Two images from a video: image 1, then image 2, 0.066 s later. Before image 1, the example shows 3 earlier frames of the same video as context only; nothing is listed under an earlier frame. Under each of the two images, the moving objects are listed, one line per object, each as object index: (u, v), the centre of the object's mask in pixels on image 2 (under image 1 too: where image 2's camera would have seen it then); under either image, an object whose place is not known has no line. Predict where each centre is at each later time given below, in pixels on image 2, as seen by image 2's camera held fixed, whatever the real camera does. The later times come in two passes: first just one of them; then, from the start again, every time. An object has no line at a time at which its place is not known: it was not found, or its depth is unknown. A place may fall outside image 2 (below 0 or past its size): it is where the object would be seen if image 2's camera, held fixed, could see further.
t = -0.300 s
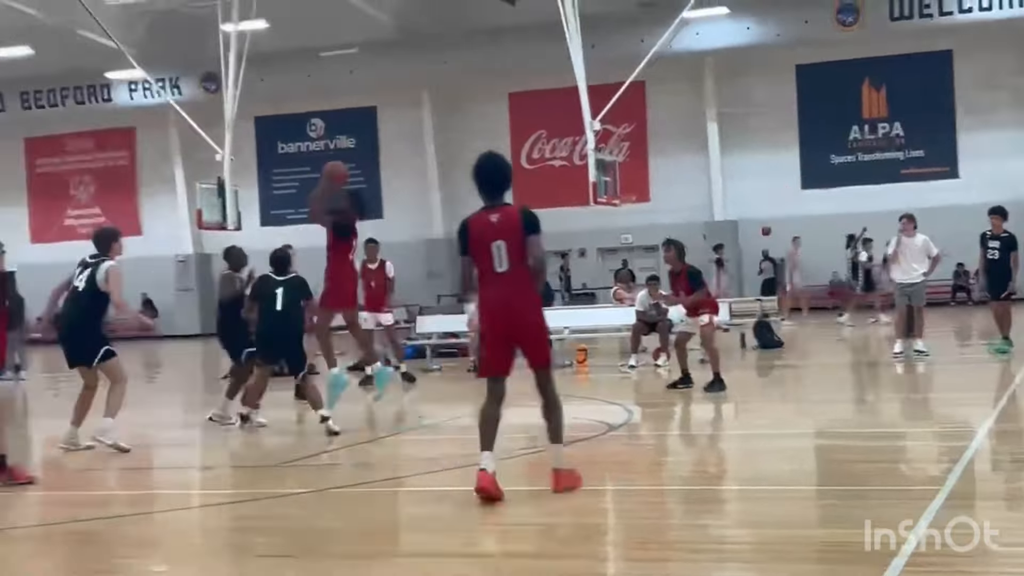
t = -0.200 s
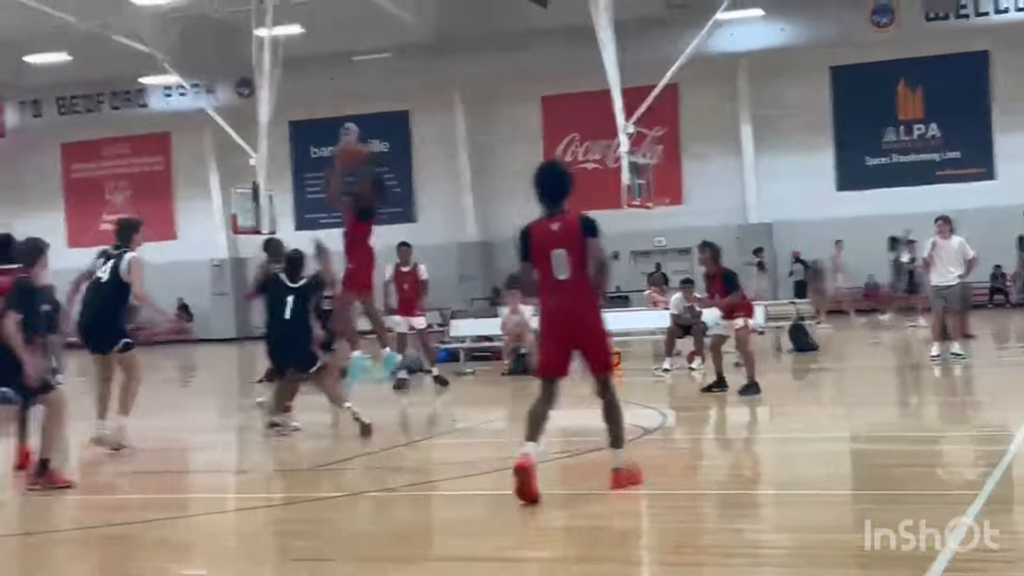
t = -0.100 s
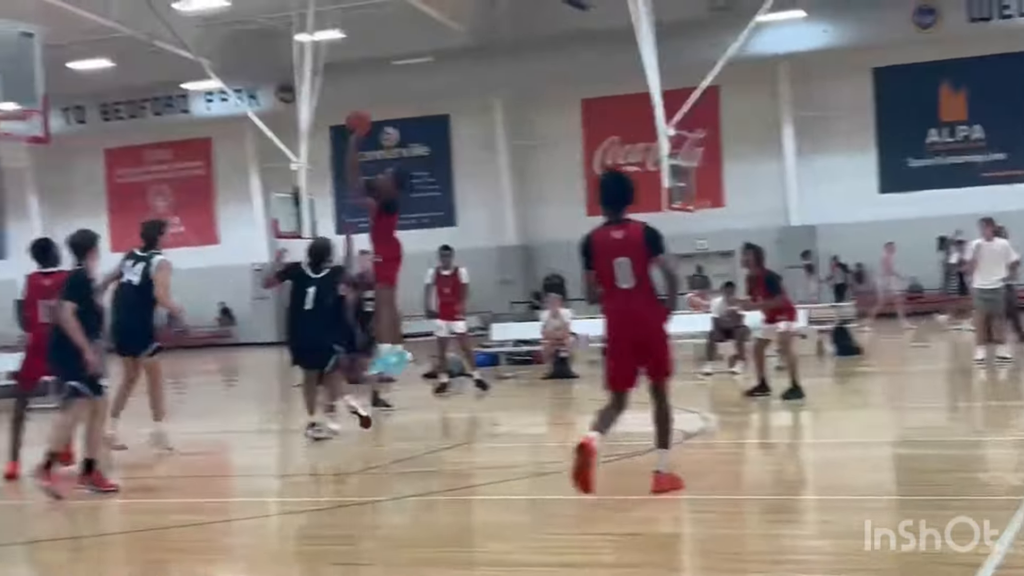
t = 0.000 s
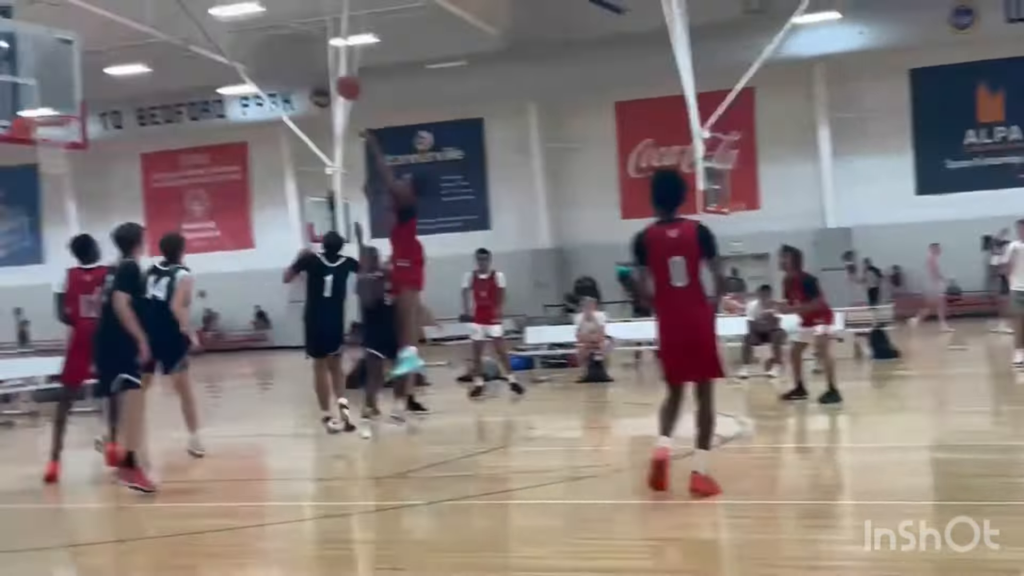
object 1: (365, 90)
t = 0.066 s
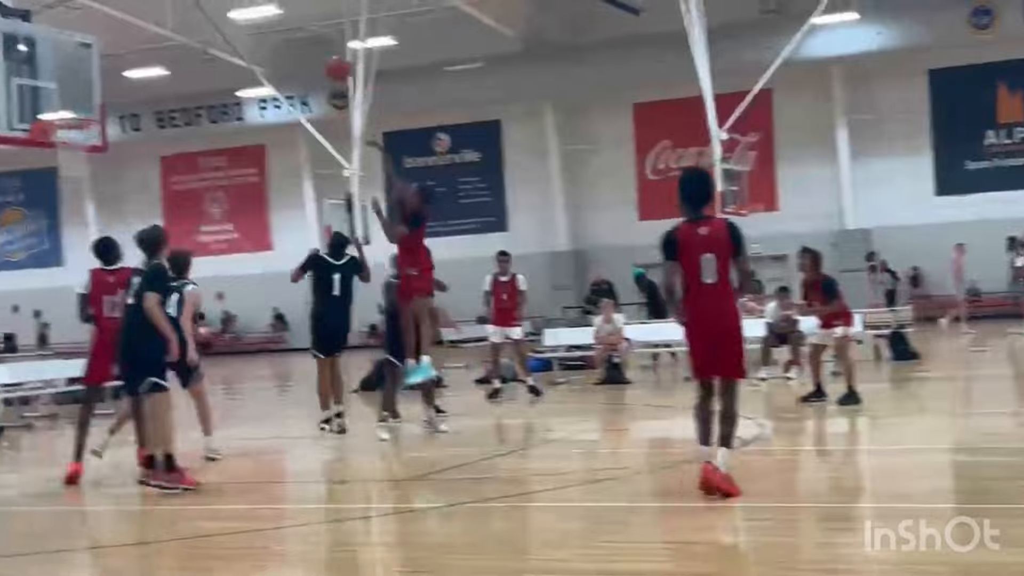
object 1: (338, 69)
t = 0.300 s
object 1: (241, 40)
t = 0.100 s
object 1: (325, 62)
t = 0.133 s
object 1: (310, 55)
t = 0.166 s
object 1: (297, 49)
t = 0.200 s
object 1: (283, 45)
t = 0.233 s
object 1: (269, 43)
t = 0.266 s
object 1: (255, 40)
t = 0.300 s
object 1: (241, 40)
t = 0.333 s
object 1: (228, 40)
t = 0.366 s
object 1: (214, 42)
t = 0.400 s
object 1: (200, 45)
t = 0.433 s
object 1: (186, 49)
